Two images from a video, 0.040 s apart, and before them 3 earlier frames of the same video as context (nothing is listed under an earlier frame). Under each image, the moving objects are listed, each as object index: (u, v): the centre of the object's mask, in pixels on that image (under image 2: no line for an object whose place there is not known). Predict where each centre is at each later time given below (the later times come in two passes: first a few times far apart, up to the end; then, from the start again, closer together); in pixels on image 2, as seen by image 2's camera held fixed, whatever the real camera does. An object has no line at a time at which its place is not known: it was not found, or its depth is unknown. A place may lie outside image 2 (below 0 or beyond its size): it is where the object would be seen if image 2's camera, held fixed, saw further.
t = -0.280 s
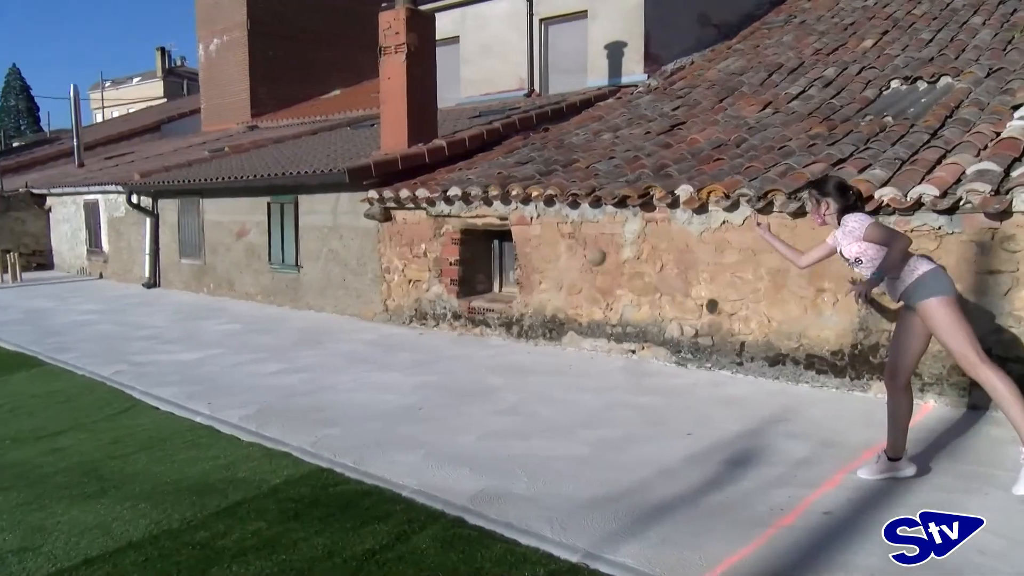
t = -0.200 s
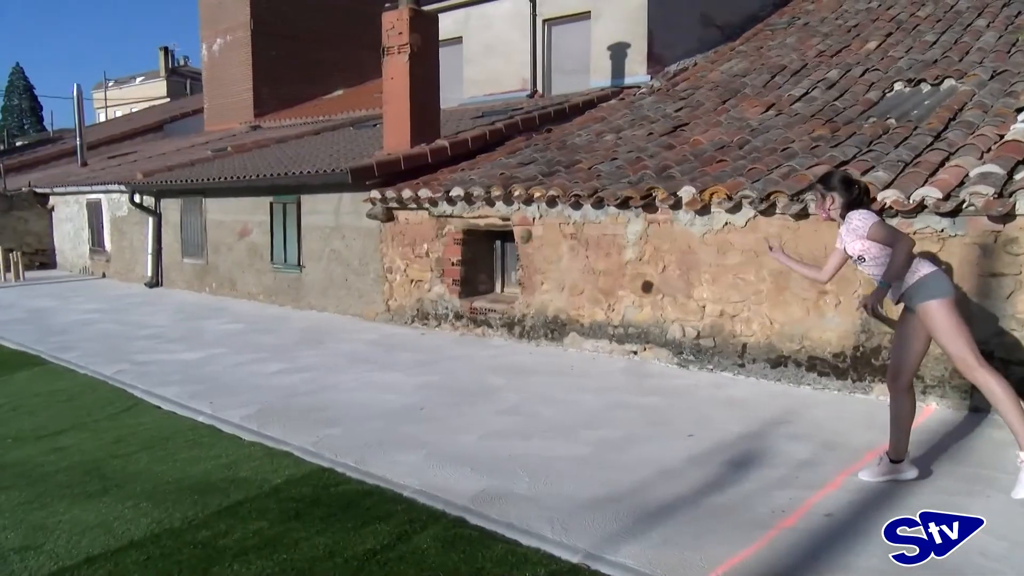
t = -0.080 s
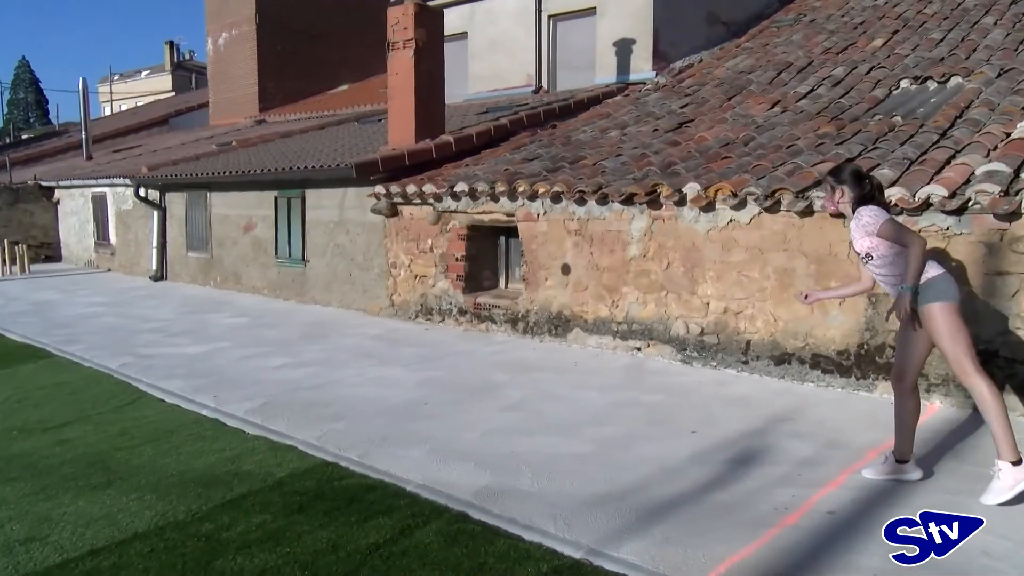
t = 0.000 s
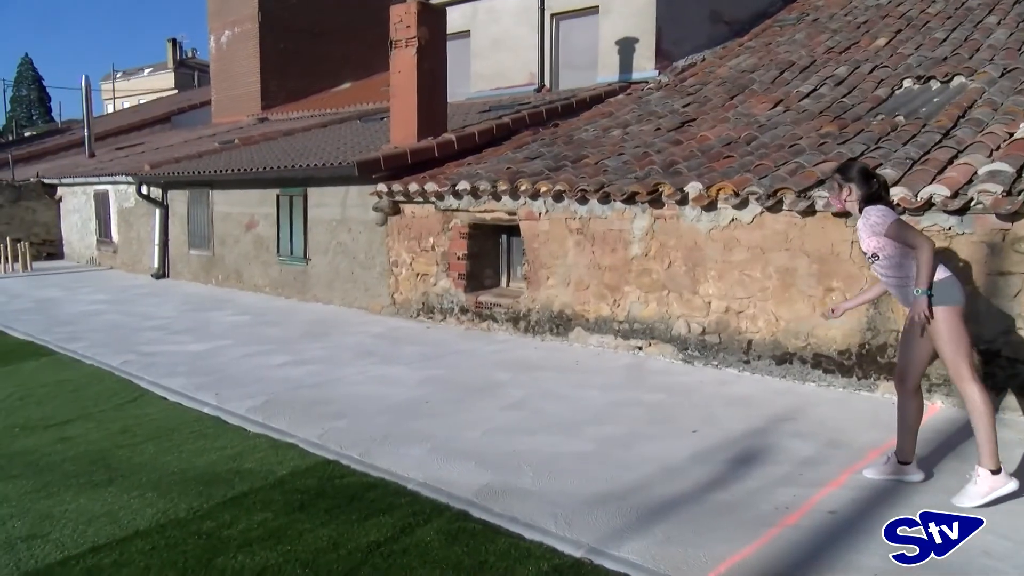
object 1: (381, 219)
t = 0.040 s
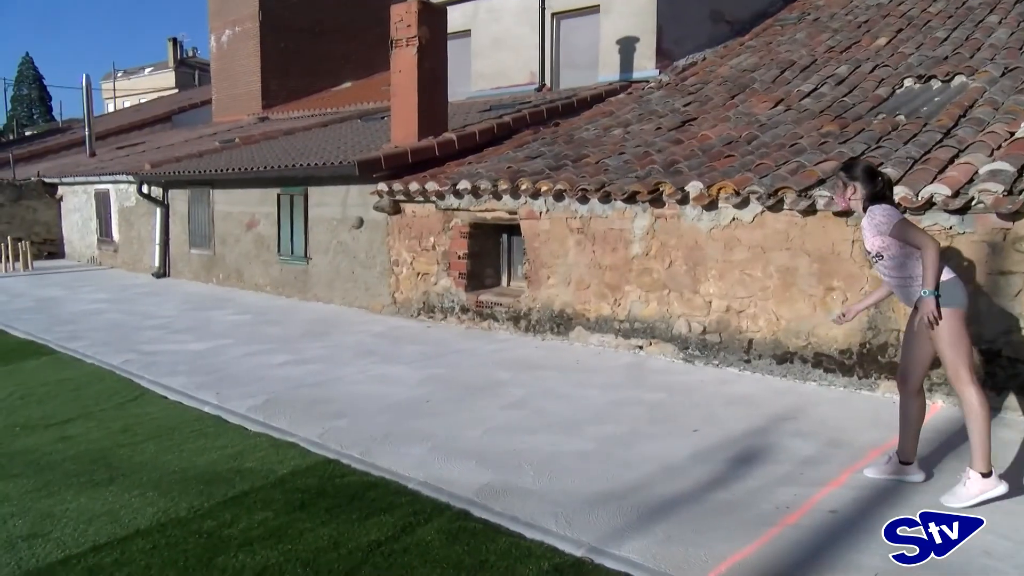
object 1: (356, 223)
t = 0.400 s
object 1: (191, 320)
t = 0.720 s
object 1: (103, 282)
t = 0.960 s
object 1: (51, 291)
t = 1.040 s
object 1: (36, 279)
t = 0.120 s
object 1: (311, 236)
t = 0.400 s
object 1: (191, 320)
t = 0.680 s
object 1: (113, 282)
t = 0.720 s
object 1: (103, 282)
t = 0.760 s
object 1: (94, 284)
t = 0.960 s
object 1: (51, 291)
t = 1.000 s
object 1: (43, 284)
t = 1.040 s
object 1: (36, 279)
